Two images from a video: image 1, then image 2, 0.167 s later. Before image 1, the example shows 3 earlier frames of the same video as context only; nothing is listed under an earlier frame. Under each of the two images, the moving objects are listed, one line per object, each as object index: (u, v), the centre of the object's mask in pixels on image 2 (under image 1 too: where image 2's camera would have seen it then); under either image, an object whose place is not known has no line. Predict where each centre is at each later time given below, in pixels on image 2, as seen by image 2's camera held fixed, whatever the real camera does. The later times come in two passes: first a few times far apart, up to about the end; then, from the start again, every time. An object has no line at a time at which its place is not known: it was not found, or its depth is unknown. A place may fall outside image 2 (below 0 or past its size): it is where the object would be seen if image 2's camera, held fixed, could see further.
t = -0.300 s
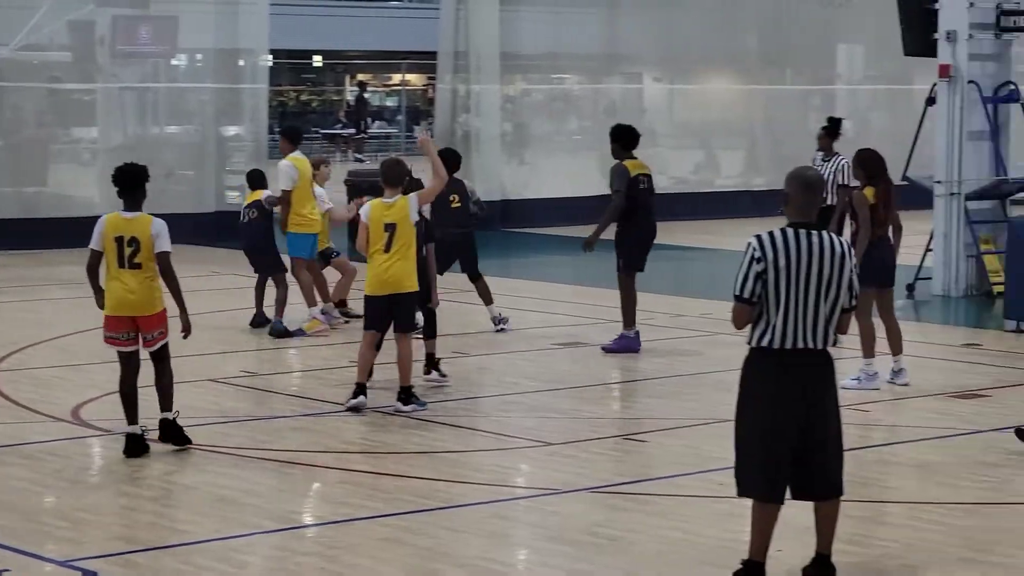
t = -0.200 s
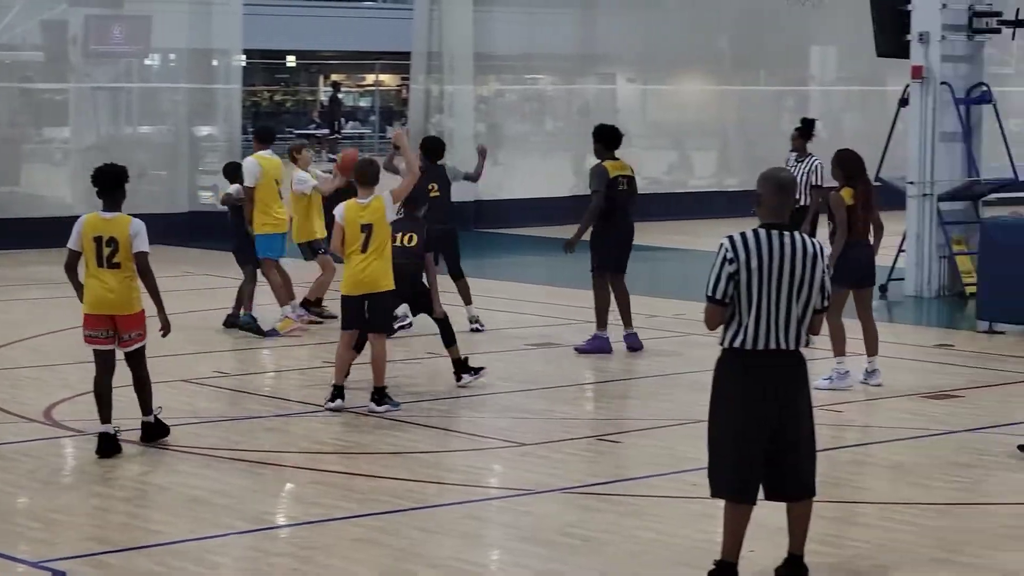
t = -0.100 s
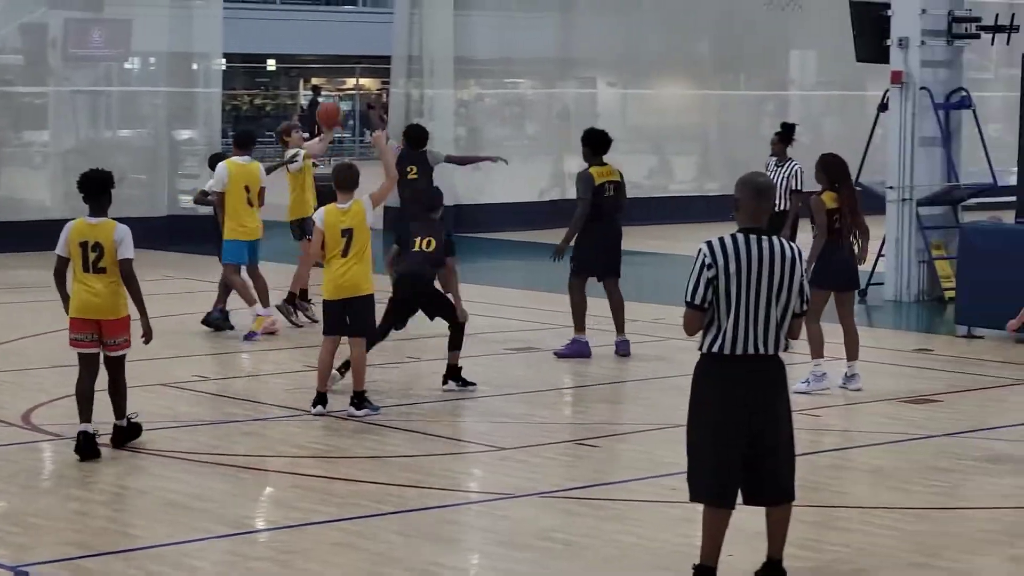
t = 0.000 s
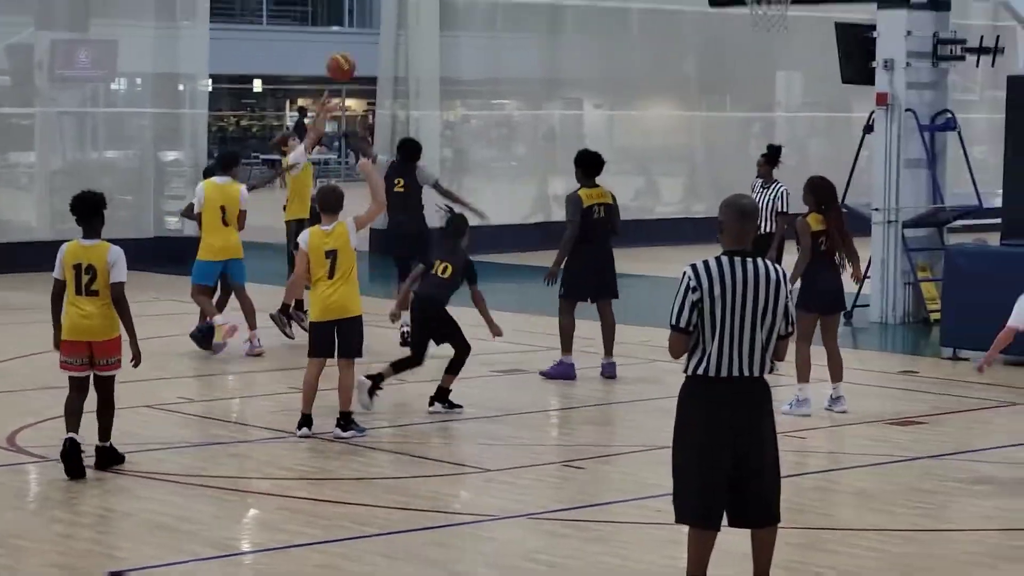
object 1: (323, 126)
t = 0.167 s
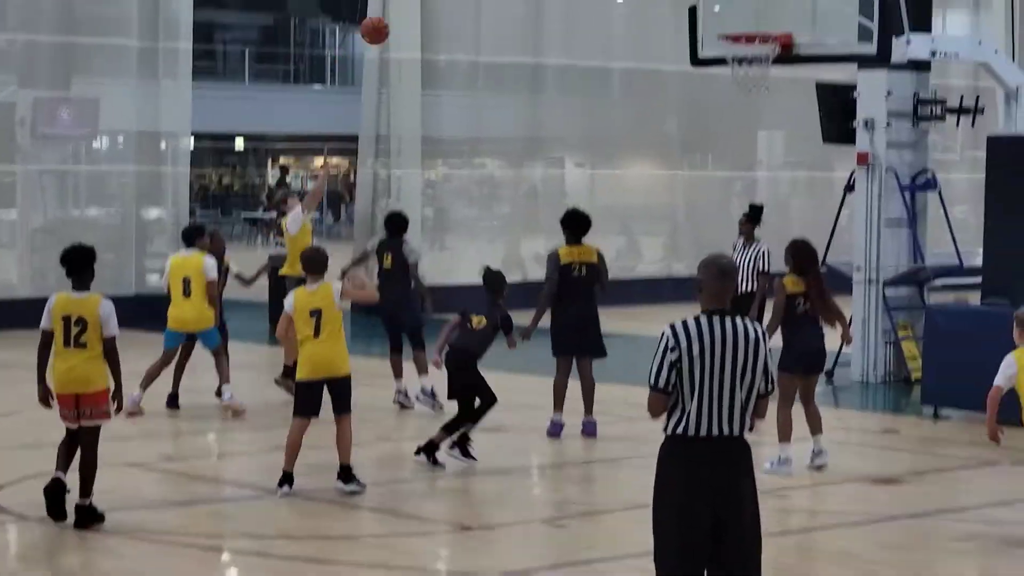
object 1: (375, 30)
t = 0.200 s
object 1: (385, 14)
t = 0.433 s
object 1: (458, -60)
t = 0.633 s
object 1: (523, -71)
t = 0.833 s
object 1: (591, -31)
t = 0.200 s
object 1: (385, 14)
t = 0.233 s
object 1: (396, 0)
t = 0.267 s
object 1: (406, -13)
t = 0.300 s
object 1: (416, -25)
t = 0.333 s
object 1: (427, -36)
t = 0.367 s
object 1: (438, -44)
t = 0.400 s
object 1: (447, -53)
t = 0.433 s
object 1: (458, -60)
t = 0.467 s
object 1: (468, -65)
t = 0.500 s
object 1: (479, -69)
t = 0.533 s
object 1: (490, -72)
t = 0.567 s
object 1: (501, -73)
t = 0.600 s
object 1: (512, -73)
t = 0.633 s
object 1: (523, -71)
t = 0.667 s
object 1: (535, -68)
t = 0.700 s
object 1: (546, -64)
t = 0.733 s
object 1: (558, -58)
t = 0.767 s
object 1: (569, -51)
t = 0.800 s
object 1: (580, -42)
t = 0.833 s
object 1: (591, -31)
